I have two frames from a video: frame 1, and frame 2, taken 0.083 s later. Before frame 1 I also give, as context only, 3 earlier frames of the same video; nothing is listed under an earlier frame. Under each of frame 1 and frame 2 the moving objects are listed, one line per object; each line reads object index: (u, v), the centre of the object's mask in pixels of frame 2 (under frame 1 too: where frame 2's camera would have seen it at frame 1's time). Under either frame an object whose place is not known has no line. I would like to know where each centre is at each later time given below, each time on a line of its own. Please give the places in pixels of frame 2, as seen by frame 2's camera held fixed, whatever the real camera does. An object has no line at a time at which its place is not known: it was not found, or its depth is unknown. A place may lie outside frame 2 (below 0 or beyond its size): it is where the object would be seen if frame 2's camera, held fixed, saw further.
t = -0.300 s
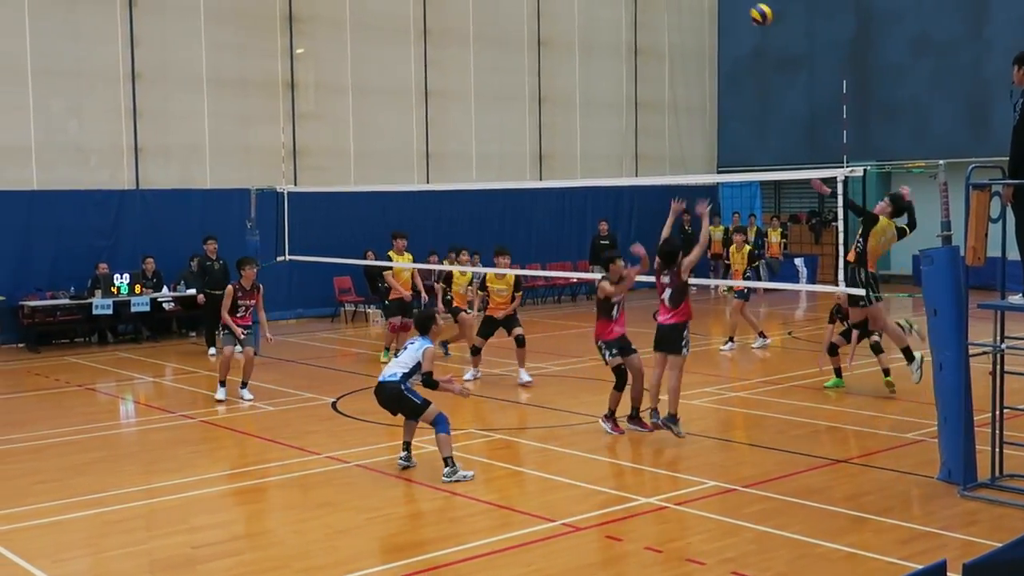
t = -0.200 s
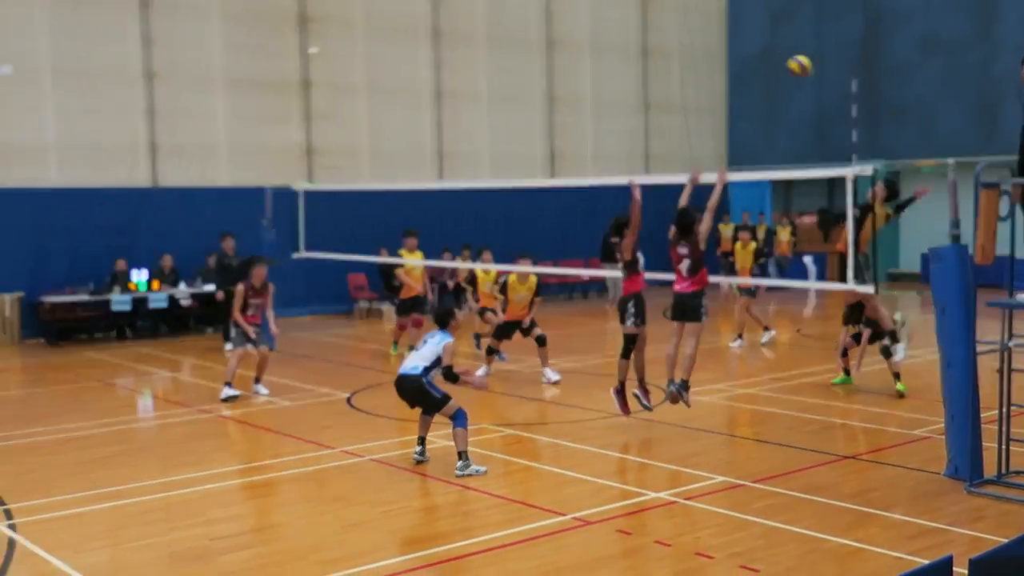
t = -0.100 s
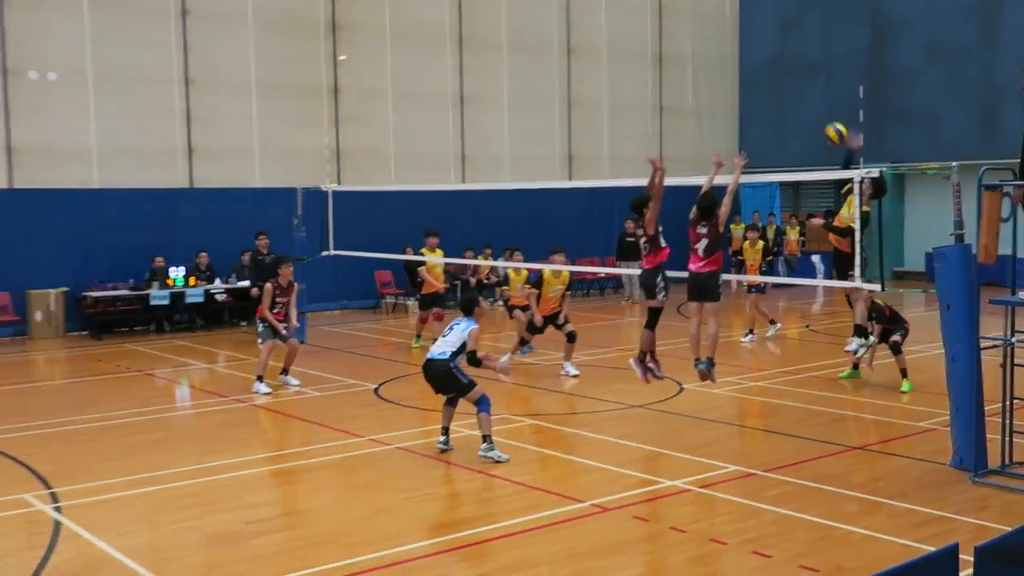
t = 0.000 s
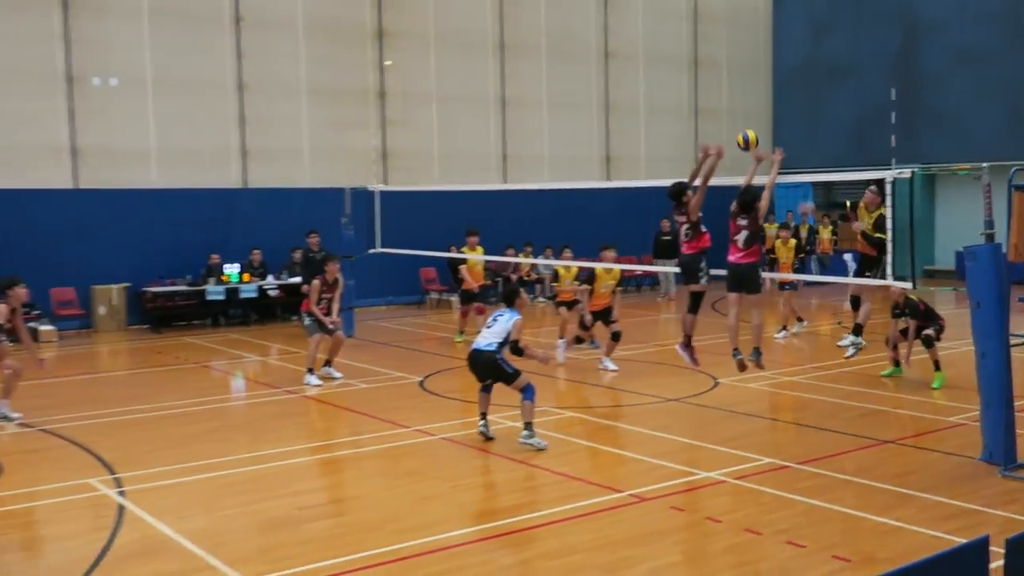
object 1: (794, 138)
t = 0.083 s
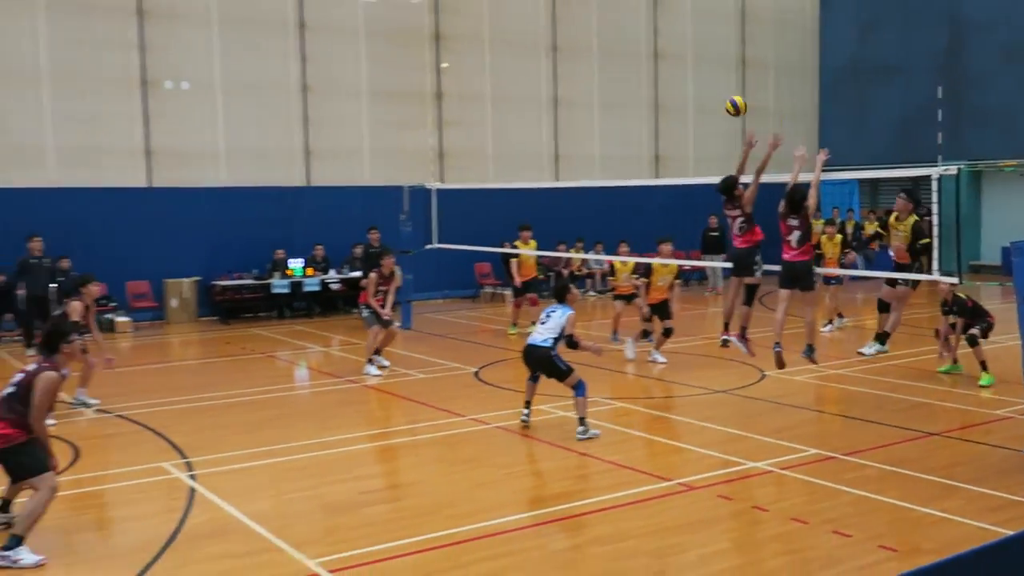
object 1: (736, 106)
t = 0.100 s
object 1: (725, 102)
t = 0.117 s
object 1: (713, 96)
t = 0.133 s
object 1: (702, 92)
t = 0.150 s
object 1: (692, 87)
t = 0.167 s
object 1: (680, 84)
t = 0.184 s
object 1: (670, 81)
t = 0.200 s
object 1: (658, 79)
